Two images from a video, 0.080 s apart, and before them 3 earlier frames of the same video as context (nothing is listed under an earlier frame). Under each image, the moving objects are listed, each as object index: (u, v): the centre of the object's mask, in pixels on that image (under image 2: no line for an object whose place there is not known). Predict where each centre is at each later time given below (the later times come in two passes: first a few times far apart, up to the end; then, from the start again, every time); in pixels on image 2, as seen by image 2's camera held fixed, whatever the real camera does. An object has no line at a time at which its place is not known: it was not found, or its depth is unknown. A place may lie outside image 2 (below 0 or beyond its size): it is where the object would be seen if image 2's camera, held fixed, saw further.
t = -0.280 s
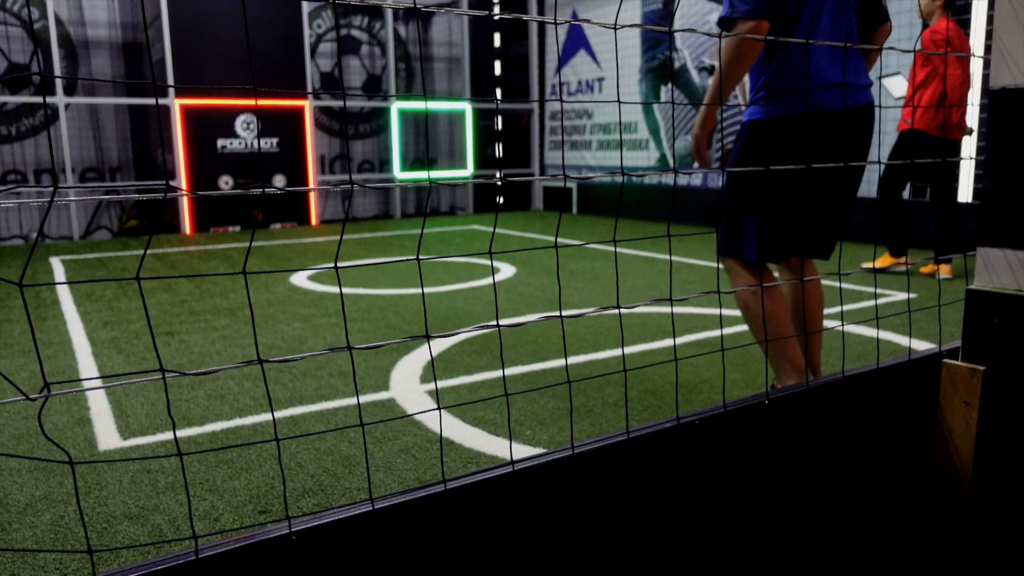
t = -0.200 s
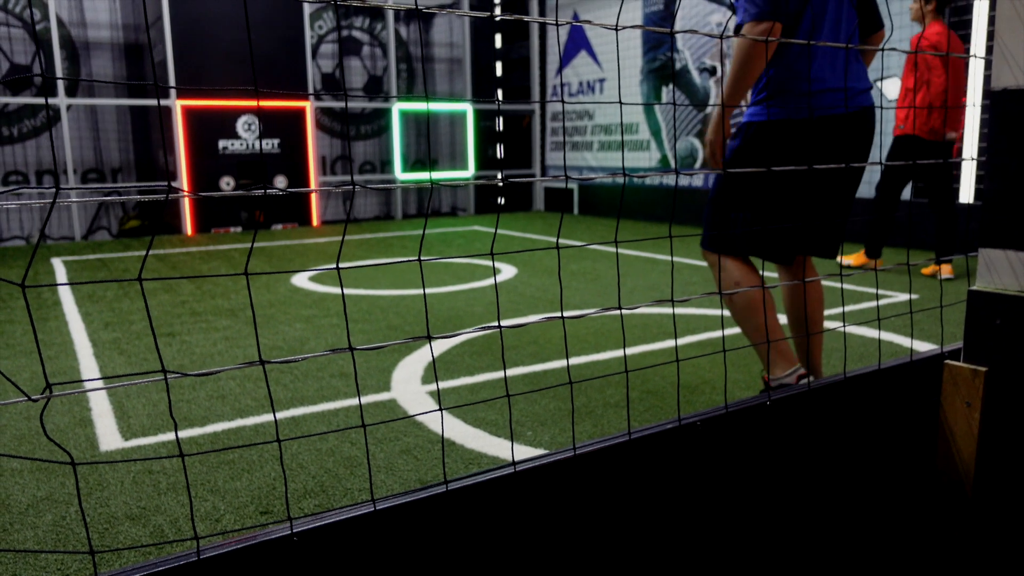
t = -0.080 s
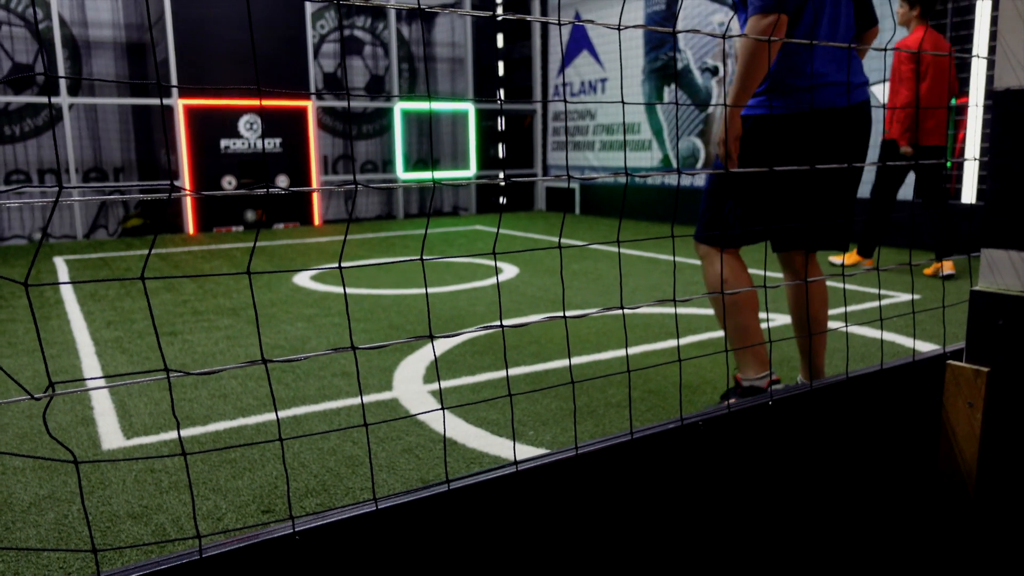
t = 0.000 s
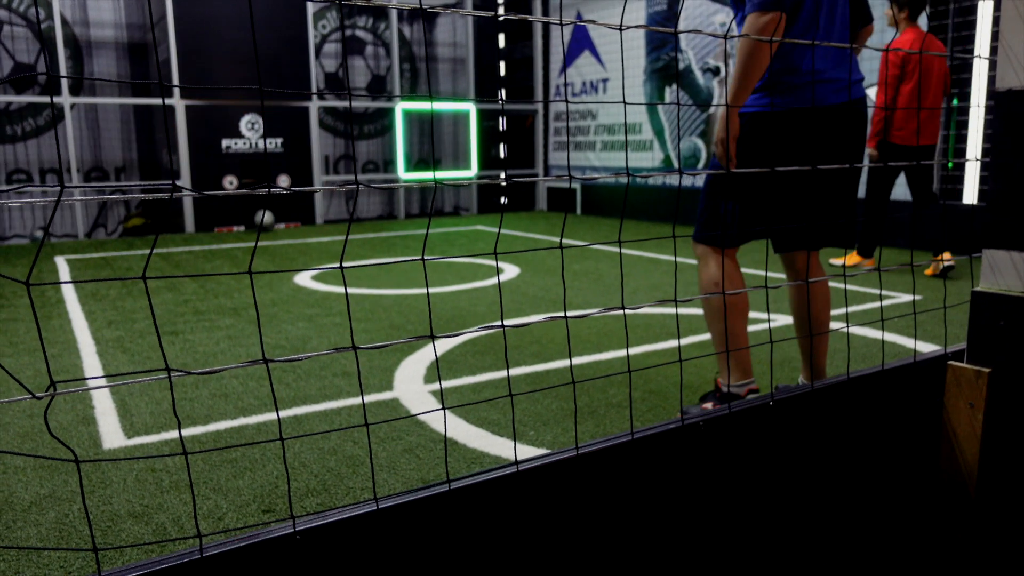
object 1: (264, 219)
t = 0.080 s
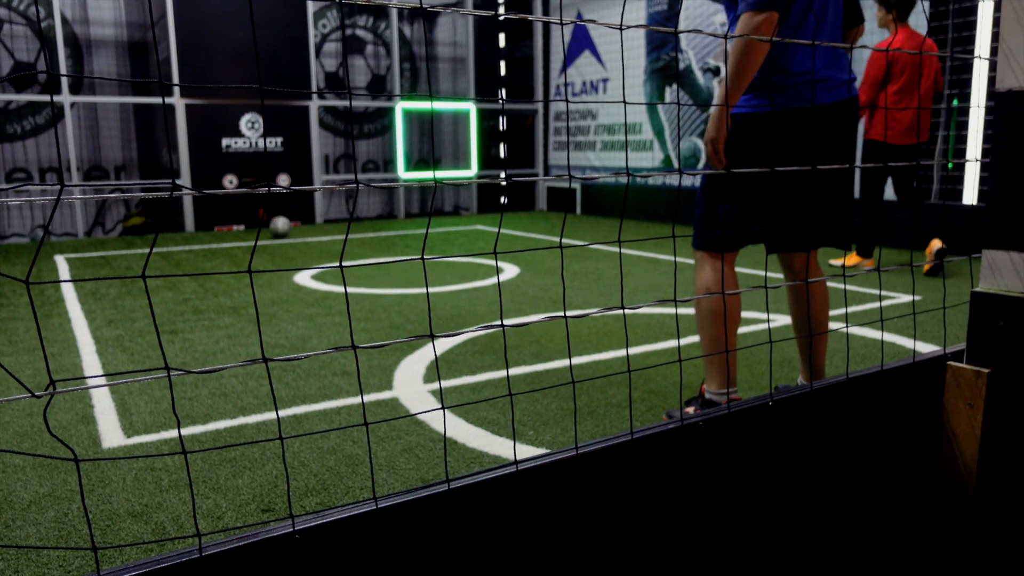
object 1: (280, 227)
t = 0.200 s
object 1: (306, 237)
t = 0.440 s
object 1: (368, 254)
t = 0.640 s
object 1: (436, 281)
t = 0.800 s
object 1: (506, 303)
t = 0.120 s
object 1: (288, 229)
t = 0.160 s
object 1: (297, 233)
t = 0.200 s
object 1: (306, 237)
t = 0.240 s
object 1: (314, 239)
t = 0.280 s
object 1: (323, 243)
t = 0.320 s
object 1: (332, 245)
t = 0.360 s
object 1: (344, 249)
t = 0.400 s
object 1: (357, 252)
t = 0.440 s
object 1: (368, 254)
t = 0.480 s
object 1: (380, 263)
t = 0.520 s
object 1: (394, 267)
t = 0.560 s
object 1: (408, 272)
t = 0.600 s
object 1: (421, 277)
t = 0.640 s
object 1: (436, 281)
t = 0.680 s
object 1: (451, 287)
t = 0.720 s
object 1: (469, 296)
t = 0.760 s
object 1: (487, 302)
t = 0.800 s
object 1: (506, 303)
